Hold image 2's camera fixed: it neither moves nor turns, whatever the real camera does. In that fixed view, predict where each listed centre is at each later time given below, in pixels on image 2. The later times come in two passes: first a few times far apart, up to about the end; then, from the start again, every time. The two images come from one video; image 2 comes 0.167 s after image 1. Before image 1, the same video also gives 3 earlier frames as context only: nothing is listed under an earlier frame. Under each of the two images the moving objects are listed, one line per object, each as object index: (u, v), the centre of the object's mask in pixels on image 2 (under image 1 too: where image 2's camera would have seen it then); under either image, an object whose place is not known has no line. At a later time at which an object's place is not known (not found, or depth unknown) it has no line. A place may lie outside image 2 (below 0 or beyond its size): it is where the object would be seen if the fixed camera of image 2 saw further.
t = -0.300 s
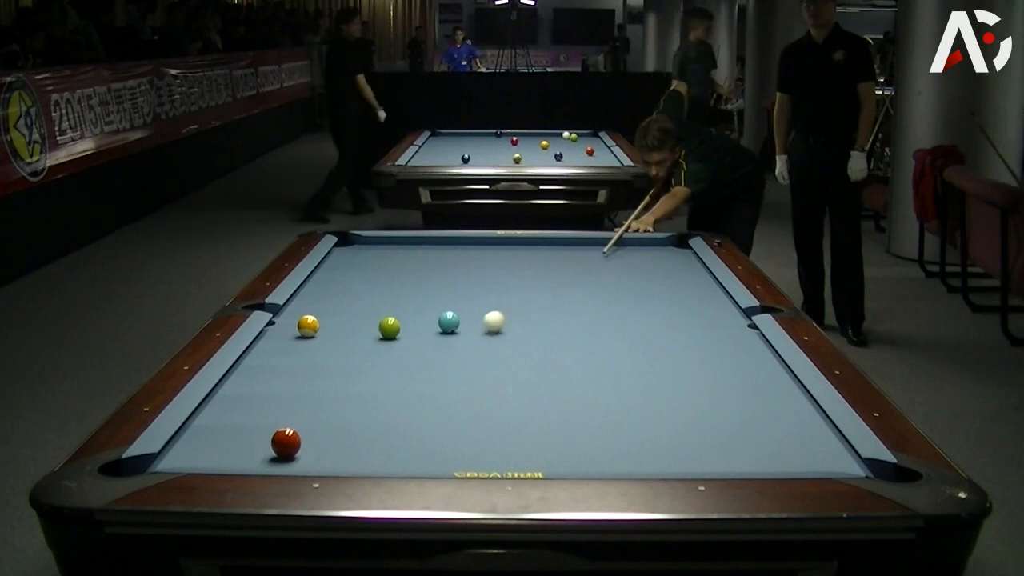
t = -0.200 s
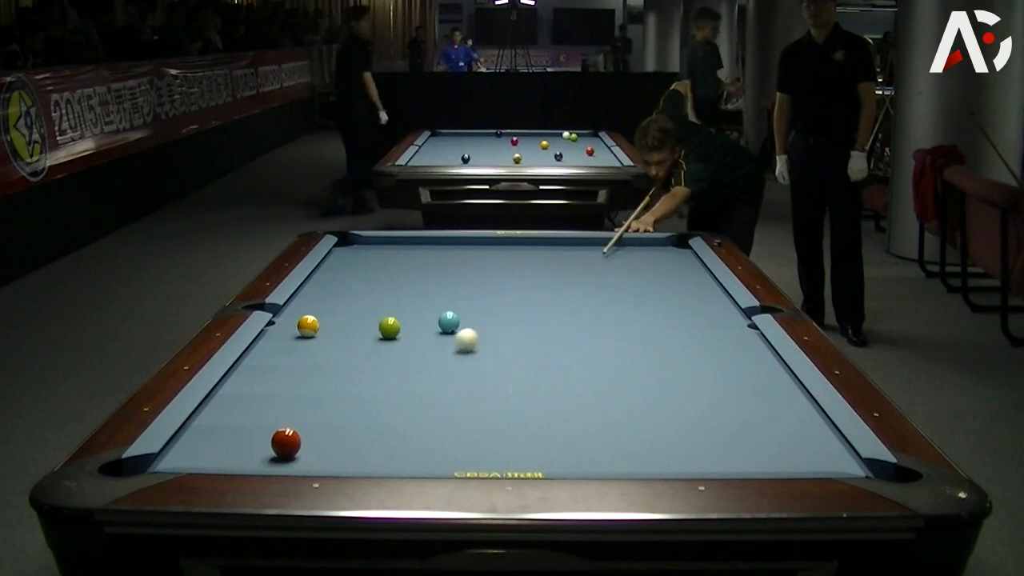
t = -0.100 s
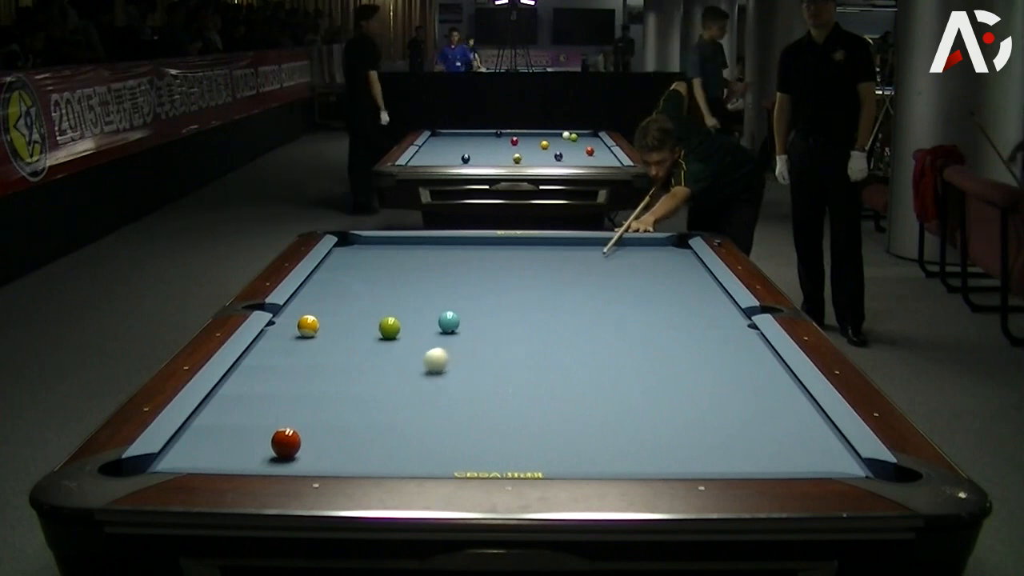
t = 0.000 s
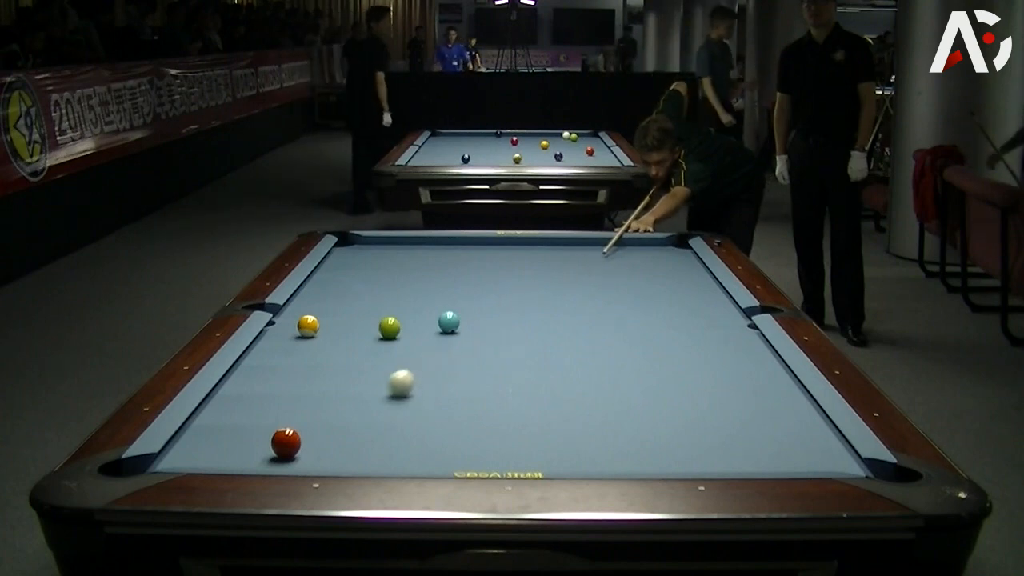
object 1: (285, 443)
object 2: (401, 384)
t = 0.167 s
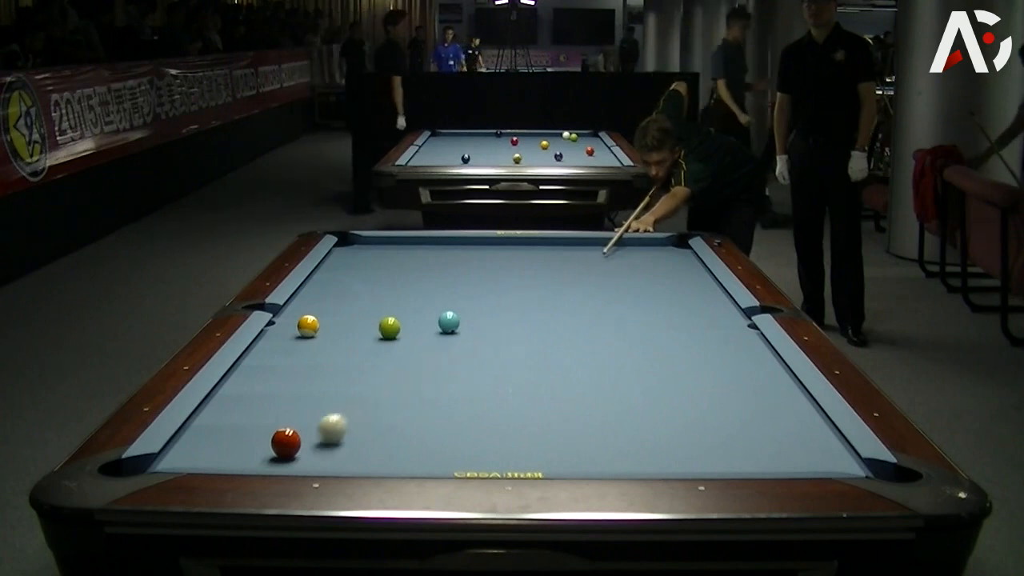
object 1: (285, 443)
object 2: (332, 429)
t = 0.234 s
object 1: (265, 445)
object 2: (321, 448)
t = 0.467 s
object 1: (183, 458)
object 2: (364, 444)
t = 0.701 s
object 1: (216, 456)
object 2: (400, 416)
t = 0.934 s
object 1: (246, 451)
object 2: (431, 393)
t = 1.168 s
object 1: (274, 444)
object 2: (458, 373)
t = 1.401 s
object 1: (299, 437)
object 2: (481, 355)
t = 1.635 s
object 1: (321, 432)
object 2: (502, 340)
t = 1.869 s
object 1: (341, 426)
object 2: (521, 325)
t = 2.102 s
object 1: (359, 421)
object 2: (537, 313)
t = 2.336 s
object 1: (375, 417)
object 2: (552, 302)
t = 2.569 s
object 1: (389, 413)
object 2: (565, 292)
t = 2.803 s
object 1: (401, 410)
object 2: (577, 283)
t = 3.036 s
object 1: (411, 407)
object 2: (588, 276)
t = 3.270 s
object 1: (419, 405)
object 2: (597, 268)
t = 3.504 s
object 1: (425, 404)
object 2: (605, 261)
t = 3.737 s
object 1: (430, 402)
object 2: (614, 255)
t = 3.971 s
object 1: (433, 401)
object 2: (621, 249)
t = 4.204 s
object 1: (435, 401)
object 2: (627, 245)
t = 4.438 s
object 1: (435, 401)
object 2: (633, 241)
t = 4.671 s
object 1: (435, 401)
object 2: (639, 243)
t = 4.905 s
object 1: (435, 401)
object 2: (644, 245)
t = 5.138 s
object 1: (435, 401)
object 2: (650, 247)
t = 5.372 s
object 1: (435, 401)
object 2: (655, 249)
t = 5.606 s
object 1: (435, 401)
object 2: (659, 251)
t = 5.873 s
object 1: (435, 401)
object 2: (664, 253)
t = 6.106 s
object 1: (435, 401)
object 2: (667, 254)
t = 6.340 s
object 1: (435, 401)
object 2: (670, 255)
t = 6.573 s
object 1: (435, 401)
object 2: (672, 256)
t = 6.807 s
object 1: (435, 401)
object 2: (674, 256)
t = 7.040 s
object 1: (435, 401)
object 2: (676, 257)
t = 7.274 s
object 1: (435, 401)
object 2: (677, 257)
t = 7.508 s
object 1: (435, 401)
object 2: (678, 257)
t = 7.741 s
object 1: (435, 401)
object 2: (678, 257)
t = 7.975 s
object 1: (435, 401)
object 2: (678, 257)
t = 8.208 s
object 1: (435, 401)
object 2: (678, 257)
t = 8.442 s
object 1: (435, 401)
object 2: (678, 257)
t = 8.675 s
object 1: (435, 401)
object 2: (678, 257)
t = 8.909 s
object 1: (435, 401)
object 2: (678, 257)
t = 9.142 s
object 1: (435, 401)
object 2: (678, 257)
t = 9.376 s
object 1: (435, 401)
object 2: (678, 257)
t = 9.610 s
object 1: (435, 401)
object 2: (678, 257)
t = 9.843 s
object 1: (435, 401)
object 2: (678, 257)
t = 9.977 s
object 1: (435, 401)
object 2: (678, 257)
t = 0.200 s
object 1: (285, 443)
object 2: (317, 440)
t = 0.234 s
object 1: (265, 445)
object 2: (321, 448)
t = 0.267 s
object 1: (244, 447)
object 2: (325, 455)
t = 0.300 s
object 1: (224, 449)
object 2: (329, 460)
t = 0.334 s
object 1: (205, 451)
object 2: (335, 461)
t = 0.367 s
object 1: (187, 453)
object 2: (343, 458)
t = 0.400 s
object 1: (171, 455)
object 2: (350, 454)
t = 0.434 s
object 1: (177, 456)
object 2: (357, 449)
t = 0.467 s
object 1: (183, 458)
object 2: (364, 444)
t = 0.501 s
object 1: (188, 459)
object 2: (369, 440)
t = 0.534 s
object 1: (193, 459)
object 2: (375, 436)
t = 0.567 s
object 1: (198, 458)
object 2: (380, 432)
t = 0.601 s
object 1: (202, 458)
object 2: (386, 428)
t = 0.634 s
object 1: (207, 457)
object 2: (390, 424)
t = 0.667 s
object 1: (212, 457)
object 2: (395, 420)
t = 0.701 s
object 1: (216, 456)
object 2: (400, 416)
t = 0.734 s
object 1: (221, 455)
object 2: (405, 413)
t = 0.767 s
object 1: (225, 455)
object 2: (409, 409)
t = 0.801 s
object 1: (230, 454)
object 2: (414, 406)
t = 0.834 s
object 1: (234, 453)
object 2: (418, 402)
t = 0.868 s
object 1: (238, 453)
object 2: (423, 399)
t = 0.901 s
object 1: (242, 452)
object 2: (427, 396)
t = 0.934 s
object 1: (246, 451)
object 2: (431, 393)
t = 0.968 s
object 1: (251, 450)
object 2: (435, 390)
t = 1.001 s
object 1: (255, 449)
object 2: (439, 387)
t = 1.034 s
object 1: (259, 448)
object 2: (443, 384)
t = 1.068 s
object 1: (263, 447)
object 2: (447, 381)
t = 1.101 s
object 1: (267, 446)
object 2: (451, 378)
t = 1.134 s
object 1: (270, 445)
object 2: (454, 375)
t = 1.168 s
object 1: (274, 444)
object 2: (458, 373)
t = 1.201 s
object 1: (278, 443)
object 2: (461, 370)
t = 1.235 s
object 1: (281, 442)
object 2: (465, 367)
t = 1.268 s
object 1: (285, 441)
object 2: (468, 365)
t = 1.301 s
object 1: (289, 440)
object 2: (472, 362)
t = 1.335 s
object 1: (292, 439)
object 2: (475, 360)
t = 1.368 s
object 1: (295, 438)
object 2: (478, 357)
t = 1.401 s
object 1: (299, 437)
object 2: (481, 355)
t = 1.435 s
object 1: (302, 436)
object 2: (485, 353)
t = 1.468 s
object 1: (305, 436)
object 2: (488, 351)
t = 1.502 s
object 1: (309, 435)
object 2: (491, 348)
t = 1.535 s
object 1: (312, 434)
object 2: (494, 346)
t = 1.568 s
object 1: (315, 433)
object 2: (497, 344)
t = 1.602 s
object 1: (318, 432)
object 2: (499, 341)
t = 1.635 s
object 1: (321, 432)
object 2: (502, 340)
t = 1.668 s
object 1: (324, 431)
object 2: (505, 337)
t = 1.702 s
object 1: (327, 430)
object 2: (508, 335)
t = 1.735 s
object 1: (330, 429)
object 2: (510, 333)
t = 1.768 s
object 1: (333, 428)
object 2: (513, 331)
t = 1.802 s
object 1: (336, 428)
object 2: (515, 329)
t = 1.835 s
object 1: (339, 427)
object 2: (518, 327)
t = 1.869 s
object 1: (341, 426)
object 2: (521, 325)
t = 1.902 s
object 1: (344, 425)
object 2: (523, 324)
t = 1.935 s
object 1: (347, 425)
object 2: (526, 322)
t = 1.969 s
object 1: (349, 424)
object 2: (528, 320)
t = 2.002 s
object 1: (352, 423)
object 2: (530, 318)
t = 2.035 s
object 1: (354, 423)
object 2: (533, 317)
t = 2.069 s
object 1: (357, 422)
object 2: (535, 315)
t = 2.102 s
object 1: (359, 421)
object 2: (537, 313)
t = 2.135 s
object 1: (362, 420)
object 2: (539, 312)
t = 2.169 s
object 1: (364, 420)
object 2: (541, 310)
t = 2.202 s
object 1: (366, 419)
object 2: (543, 308)
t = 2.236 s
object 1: (368, 419)
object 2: (546, 307)
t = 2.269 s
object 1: (370, 418)
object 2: (548, 305)
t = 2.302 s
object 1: (373, 417)
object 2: (550, 304)
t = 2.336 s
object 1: (375, 417)
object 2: (552, 302)
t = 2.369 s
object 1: (377, 417)
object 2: (553, 301)
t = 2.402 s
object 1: (379, 416)
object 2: (555, 299)
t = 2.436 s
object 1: (381, 415)
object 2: (557, 298)
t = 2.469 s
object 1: (383, 415)
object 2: (559, 296)
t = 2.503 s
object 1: (385, 414)
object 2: (561, 295)
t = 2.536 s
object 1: (387, 414)
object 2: (563, 294)
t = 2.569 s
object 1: (389, 413)
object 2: (565, 292)
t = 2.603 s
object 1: (391, 413)
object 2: (566, 291)
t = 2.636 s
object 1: (392, 412)
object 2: (568, 290)
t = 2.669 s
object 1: (394, 412)
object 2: (570, 288)
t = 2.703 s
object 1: (396, 411)
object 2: (572, 287)
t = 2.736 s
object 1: (397, 411)
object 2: (573, 286)
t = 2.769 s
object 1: (399, 411)
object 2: (575, 285)
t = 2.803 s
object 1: (401, 410)
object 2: (577, 283)
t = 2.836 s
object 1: (402, 410)
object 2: (578, 282)
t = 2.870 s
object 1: (404, 409)
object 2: (580, 281)
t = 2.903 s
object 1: (405, 409)
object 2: (581, 280)
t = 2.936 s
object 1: (407, 408)
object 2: (583, 279)
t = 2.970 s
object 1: (408, 408)
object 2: (584, 278)
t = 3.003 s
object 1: (409, 408)
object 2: (586, 276)
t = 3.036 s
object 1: (411, 407)
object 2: (588, 276)
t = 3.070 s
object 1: (412, 407)
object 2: (589, 274)
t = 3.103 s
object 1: (413, 407)
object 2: (590, 273)
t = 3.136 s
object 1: (414, 406)
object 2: (591, 272)
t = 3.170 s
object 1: (415, 406)
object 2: (593, 271)
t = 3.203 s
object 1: (417, 406)
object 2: (594, 270)
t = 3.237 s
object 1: (418, 405)
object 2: (596, 269)
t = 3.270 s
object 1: (419, 405)
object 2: (597, 268)
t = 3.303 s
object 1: (420, 405)
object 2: (598, 267)
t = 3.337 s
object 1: (421, 405)
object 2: (599, 266)
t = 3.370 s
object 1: (422, 405)
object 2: (601, 265)
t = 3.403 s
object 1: (423, 404)
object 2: (602, 264)
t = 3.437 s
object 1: (424, 404)
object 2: (603, 263)
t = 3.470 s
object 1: (424, 404)
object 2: (604, 262)
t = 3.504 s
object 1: (425, 404)
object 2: (605, 261)
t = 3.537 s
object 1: (426, 403)
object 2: (607, 261)
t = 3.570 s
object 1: (427, 403)
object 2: (608, 260)
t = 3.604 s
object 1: (427, 403)
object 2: (609, 259)
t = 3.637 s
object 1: (428, 403)
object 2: (610, 258)
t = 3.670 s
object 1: (429, 403)
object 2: (611, 257)
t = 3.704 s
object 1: (429, 403)
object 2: (613, 256)
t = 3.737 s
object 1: (430, 402)
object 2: (614, 255)
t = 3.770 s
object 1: (431, 402)
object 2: (615, 255)
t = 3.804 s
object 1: (431, 402)
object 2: (616, 254)
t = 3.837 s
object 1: (432, 402)
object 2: (617, 253)
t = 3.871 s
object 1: (432, 402)
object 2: (618, 252)
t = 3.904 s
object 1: (433, 401)
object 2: (619, 251)
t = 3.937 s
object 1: (433, 401)
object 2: (620, 250)
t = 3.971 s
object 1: (433, 401)
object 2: (621, 249)
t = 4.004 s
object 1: (433, 401)
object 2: (622, 249)
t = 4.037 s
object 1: (434, 401)
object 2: (623, 248)
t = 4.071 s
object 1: (434, 401)
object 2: (624, 247)
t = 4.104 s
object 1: (434, 401)
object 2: (625, 247)
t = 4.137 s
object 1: (434, 401)
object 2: (626, 246)
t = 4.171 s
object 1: (434, 401)
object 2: (626, 246)
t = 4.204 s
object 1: (435, 401)
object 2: (627, 245)
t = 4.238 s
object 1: (435, 401)
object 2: (628, 244)
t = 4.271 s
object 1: (435, 401)
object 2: (629, 244)
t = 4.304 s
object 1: (435, 401)
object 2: (630, 243)
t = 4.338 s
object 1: (435, 401)
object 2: (631, 242)
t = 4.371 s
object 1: (435, 401)
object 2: (631, 242)
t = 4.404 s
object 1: (435, 401)
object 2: (632, 241)
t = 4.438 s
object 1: (435, 401)
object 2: (633, 241)
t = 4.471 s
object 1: (435, 401)
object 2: (634, 241)
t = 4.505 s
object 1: (435, 401)
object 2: (635, 241)
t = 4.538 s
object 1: (435, 401)
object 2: (636, 241)
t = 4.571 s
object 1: (435, 401)
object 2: (636, 242)
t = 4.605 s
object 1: (435, 401)
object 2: (638, 242)
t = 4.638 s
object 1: (435, 401)
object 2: (638, 243)
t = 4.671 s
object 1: (435, 401)
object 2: (639, 243)
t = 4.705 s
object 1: (435, 401)
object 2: (640, 243)
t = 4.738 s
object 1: (435, 401)
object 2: (641, 243)
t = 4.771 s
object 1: (435, 401)
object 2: (641, 244)
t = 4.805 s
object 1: (435, 401)
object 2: (642, 244)
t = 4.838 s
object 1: (435, 401)
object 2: (643, 244)
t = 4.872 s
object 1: (435, 401)
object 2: (644, 245)
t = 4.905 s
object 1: (435, 401)
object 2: (644, 245)
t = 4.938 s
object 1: (435, 401)
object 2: (645, 245)
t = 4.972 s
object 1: (435, 401)
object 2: (646, 246)
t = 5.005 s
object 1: (435, 401)
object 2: (647, 246)
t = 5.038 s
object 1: (435, 401)
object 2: (647, 246)
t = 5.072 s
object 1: (435, 401)
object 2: (648, 246)
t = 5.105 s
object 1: (435, 401)
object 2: (649, 247)
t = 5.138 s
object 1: (435, 401)
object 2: (650, 247)
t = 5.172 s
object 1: (435, 401)
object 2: (650, 247)
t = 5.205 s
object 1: (435, 401)
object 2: (651, 248)
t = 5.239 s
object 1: (435, 401)
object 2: (652, 248)
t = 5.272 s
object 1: (435, 401)
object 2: (652, 248)
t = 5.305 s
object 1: (435, 401)
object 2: (653, 248)
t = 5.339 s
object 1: (435, 401)
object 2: (654, 248)
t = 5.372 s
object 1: (435, 401)
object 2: (655, 249)
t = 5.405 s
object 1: (435, 401)
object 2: (655, 249)
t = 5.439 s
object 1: (435, 401)
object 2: (656, 250)
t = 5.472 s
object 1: (435, 401)
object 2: (656, 250)
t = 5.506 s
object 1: (435, 401)
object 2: (657, 250)
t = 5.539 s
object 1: (435, 401)
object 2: (657, 250)
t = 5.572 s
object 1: (435, 401)
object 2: (659, 250)
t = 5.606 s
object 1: (435, 401)
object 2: (659, 251)
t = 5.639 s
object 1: (435, 401)
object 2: (659, 251)
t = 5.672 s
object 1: (435, 401)
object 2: (660, 251)
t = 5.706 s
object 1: (435, 401)
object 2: (661, 251)
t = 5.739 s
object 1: (435, 401)
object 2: (661, 252)
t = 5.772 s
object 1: (435, 401)
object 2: (662, 252)
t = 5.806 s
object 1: (435, 401)
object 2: (662, 252)
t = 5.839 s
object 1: (435, 401)
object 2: (663, 252)
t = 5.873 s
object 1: (435, 401)
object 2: (664, 253)
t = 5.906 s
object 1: (435, 401)
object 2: (664, 253)
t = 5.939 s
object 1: (435, 401)
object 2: (664, 253)
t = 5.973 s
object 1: (435, 401)
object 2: (665, 253)
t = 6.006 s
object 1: (435, 401)
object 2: (665, 254)
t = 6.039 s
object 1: (435, 401)
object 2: (666, 254)
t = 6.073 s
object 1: (435, 401)
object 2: (666, 254)
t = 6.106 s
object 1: (435, 401)
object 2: (667, 254)
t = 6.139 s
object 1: (435, 401)
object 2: (668, 254)
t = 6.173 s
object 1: (435, 401)
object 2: (668, 254)
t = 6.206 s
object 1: (435, 401)
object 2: (668, 254)
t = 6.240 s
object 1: (435, 401)
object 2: (669, 255)
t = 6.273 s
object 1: (435, 401)
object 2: (669, 255)
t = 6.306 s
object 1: (435, 401)
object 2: (669, 255)
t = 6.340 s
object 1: (435, 401)
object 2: (670, 255)
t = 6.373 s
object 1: (435, 401)
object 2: (670, 255)
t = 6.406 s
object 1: (435, 401)
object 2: (671, 255)
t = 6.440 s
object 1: (435, 401)
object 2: (671, 255)
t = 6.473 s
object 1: (435, 401)
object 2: (672, 256)
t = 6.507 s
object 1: (435, 401)
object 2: (672, 256)
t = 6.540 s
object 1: (435, 401)
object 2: (672, 256)
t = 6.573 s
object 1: (435, 401)
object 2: (672, 256)
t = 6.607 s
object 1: (435, 401)
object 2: (673, 256)
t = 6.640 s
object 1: (435, 401)
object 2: (673, 256)
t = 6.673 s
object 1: (435, 401)
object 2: (673, 256)
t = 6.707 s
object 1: (435, 401)
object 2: (674, 256)
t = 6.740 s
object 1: (435, 401)
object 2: (674, 256)
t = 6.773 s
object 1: (435, 401)
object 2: (674, 256)
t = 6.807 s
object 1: (435, 401)
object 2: (674, 256)
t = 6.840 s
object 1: (435, 401)
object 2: (675, 257)
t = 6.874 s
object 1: (435, 401)
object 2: (675, 257)
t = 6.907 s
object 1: (435, 401)
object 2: (675, 257)
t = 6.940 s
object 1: (435, 401)
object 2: (676, 257)
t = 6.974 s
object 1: (435, 401)
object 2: (676, 257)
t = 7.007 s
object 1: (435, 401)
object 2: (676, 257)
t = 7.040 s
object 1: (435, 401)
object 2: (676, 257)
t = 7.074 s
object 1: (435, 401)
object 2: (676, 257)
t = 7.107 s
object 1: (435, 401)
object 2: (677, 257)
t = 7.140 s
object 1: (435, 401)
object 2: (677, 257)
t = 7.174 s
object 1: (435, 401)
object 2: (677, 257)
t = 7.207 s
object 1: (435, 401)
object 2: (677, 257)
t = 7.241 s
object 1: (435, 401)
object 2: (677, 257)
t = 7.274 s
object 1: (435, 401)
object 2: (677, 257)
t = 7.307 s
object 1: (435, 401)
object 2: (678, 257)
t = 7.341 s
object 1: (435, 401)
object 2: (678, 257)
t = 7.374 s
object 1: (435, 401)
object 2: (678, 257)
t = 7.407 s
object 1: (435, 401)
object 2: (678, 257)
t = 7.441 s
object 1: (435, 401)
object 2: (678, 257)
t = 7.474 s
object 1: (435, 401)
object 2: (678, 257)
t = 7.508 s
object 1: (435, 401)
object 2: (678, 257)
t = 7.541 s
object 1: (435, 401)
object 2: (678, 257)
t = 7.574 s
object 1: (435, 401)
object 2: (678, 257)
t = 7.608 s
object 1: (435, 401)
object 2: (678, 257)
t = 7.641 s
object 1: (435, 401)
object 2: (678, 257)
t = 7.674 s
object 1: (435, 401)
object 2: (678, 257)
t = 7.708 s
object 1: (435, 401)
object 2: (678, 257)
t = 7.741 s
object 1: (435, 401)
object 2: (678, 257)
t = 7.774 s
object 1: (435, 401)
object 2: (678, 257)
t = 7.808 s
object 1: (435, 401)
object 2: (678, 257)
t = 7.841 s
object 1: (435, 401)
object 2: (678, 257)
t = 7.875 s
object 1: (435, 401)
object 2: (678, 257)
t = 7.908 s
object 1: (435, 401)
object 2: (678, 257)
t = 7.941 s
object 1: (435, 401)
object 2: (678, 257)
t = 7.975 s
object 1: (435, 401)
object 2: (678, 257)
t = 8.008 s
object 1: (435, 401)
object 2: (678, 257)
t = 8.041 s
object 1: (435, 401)
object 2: (678, 257)
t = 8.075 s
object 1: (435, 401)
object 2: (678, 257)
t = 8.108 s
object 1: (435, 401)
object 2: (678, 257)
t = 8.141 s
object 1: (435, 401)
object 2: (678, 257)
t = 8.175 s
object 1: (435, 401)
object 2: (678, 257)
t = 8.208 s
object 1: (435, 401)
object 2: (678, 257)
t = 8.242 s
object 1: (435, 401)
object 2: (678, 257)
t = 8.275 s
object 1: (435, 401)
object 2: (678, 257)
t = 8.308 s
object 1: (435, 401)
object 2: (678, 257)
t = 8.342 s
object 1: (435, 401)
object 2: (678, 257)
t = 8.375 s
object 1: (435, 401)
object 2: (678, 257)
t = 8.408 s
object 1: (435, 401)
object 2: (678, 257)
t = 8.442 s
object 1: (435, 401)
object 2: (678, 257)
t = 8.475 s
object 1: (435, 401)
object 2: (678, 257)
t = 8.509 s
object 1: (435, 401)
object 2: (678, 257)
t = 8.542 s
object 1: (435, 401)
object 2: (678, 257)
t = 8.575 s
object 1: (435, 401)
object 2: (678, 257)
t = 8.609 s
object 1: (435, 401)
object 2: (678, 257)
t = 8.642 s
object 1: (435, 401)
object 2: (678, 257)
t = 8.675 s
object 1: (435, 401)
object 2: (678, 257)
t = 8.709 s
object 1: (435, 401)
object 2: (678, 257)
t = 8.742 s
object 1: (435, 401)
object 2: (678, 257)
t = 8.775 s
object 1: (435, 401)
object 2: (678, 257)
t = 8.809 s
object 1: (435, 401)
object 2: (678, 257)
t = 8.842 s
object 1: (435, 401)
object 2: (678, 257)
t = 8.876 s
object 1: (435, 401)
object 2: (678, 257)
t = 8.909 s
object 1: (435, 401)
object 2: (678, 257)
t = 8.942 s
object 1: (435, 401)
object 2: (678, 257)
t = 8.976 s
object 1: (435, 401)
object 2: (678, 257)
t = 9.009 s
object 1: (435, 401)
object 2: (678, 257)
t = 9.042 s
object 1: (435, 401)
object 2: (678, 257)
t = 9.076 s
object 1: (435, 401)
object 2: (678, 257)
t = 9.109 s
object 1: (435, 401)
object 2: (678, 257)
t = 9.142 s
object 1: (435, 401)
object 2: (678, 257)
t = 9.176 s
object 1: (435, 401)
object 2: (678, 257)
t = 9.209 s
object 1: (435, 401)
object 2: (678, 257)
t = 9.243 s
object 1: (435, 401)
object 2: (678, 257)
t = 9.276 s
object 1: (435, 401)
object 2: (678, 257)
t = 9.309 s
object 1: (435, 401)
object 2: (678, 257)
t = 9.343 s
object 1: (435, 401)
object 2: (678, 257)
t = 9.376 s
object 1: (435, 401)
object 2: (678, 257)
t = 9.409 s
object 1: (435, 401)
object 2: (678, 257)
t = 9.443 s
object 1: (435, 401)
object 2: (678, 257)
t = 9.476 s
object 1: (435, 401)
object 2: (678, 257)
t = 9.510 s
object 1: (435, 401)
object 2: (678, 257)
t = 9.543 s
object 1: (435, 401)
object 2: (678, 257)
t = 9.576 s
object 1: (435, 401)
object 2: (678, 257)
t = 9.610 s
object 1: (435, 401)
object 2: (678, 257)
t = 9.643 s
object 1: (435, 401)
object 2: (678, 257)
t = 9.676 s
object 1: (435, 401)
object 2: (678, 257)
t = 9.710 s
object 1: (435, 401)
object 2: (678, 257)
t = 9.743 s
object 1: (435, 401)
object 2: (678, 257)
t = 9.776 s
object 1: (435, 401)
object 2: (678, 257)
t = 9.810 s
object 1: (435, 401)
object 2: (678, 257)
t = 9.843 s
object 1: (435, 401)
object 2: (678, 257)
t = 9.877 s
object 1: (435, 401)
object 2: (678, 257)
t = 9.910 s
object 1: (435, 401)
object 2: (678, 257)
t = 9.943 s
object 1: (435, 401)
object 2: (678, 257)
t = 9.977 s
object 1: (435, 401)
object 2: (678, 257)
